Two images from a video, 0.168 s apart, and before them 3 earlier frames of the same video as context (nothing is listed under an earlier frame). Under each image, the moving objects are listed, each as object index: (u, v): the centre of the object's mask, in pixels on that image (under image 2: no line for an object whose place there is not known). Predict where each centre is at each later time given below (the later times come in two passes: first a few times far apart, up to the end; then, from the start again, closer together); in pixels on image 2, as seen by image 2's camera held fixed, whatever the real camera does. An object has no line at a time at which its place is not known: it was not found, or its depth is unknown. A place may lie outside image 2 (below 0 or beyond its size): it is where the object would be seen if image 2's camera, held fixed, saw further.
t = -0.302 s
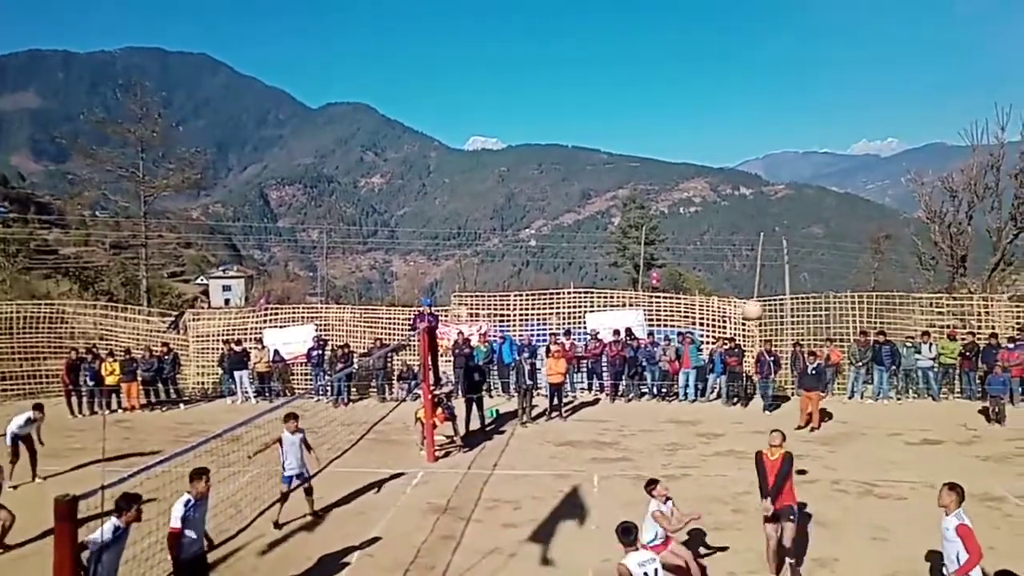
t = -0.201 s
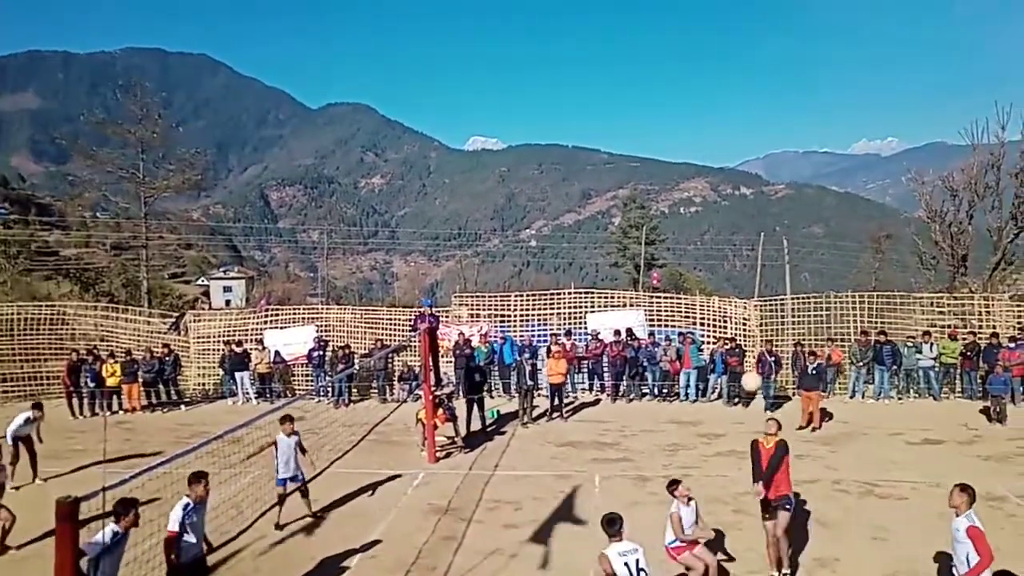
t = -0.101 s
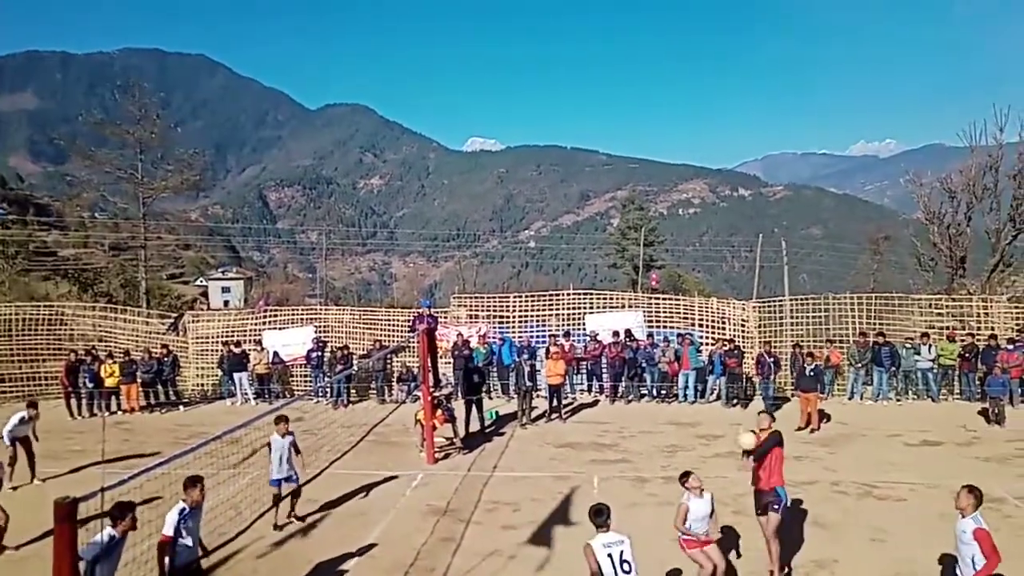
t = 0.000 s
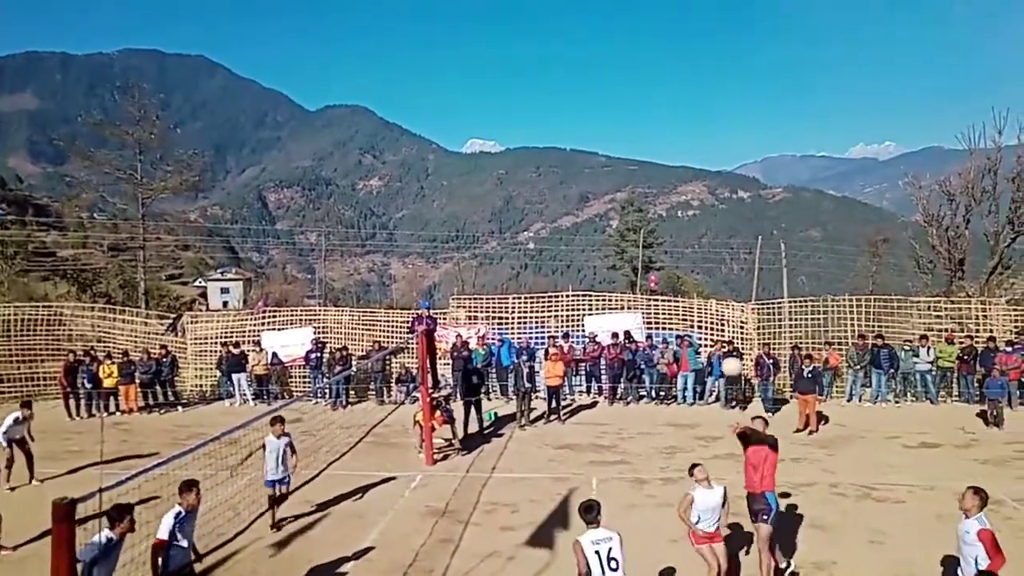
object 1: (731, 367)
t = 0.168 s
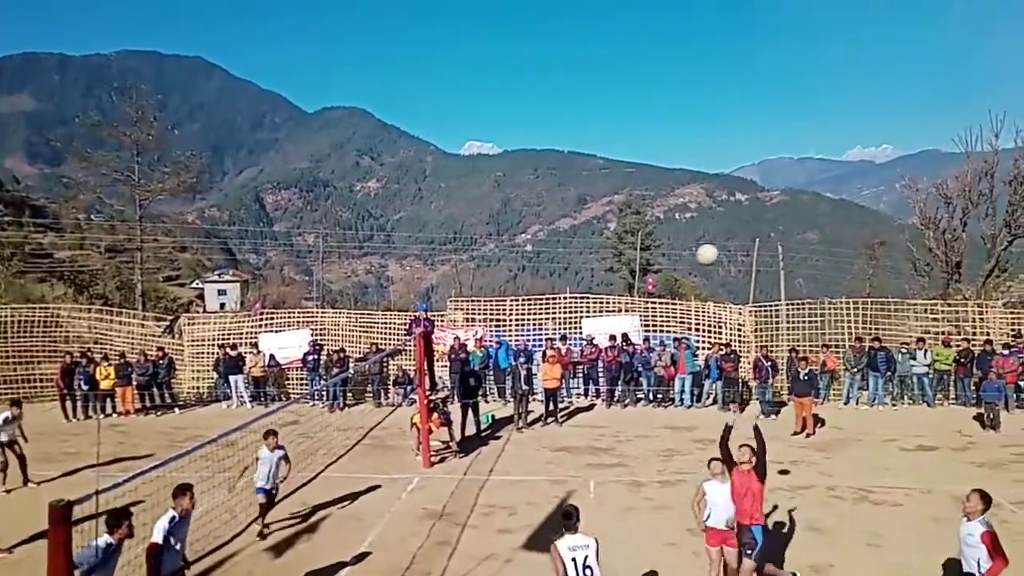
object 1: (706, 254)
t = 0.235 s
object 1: (699, 213)
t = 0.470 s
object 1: (667, 94)
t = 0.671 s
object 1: (633, 27)
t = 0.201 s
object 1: (703, 233)
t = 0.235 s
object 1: (699, 213)
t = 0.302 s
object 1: (690, 175)
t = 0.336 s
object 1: (686, 158)
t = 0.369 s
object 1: (682, 140)
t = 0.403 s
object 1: (677, 123)
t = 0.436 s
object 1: (672, 109)
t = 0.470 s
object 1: (667, 94)
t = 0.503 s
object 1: (661, 79)
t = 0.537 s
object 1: (656, 66)
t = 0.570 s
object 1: (650, 55)
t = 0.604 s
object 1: (645, 44)
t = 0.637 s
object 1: (640, 36)
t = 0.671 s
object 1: (633, 27)
